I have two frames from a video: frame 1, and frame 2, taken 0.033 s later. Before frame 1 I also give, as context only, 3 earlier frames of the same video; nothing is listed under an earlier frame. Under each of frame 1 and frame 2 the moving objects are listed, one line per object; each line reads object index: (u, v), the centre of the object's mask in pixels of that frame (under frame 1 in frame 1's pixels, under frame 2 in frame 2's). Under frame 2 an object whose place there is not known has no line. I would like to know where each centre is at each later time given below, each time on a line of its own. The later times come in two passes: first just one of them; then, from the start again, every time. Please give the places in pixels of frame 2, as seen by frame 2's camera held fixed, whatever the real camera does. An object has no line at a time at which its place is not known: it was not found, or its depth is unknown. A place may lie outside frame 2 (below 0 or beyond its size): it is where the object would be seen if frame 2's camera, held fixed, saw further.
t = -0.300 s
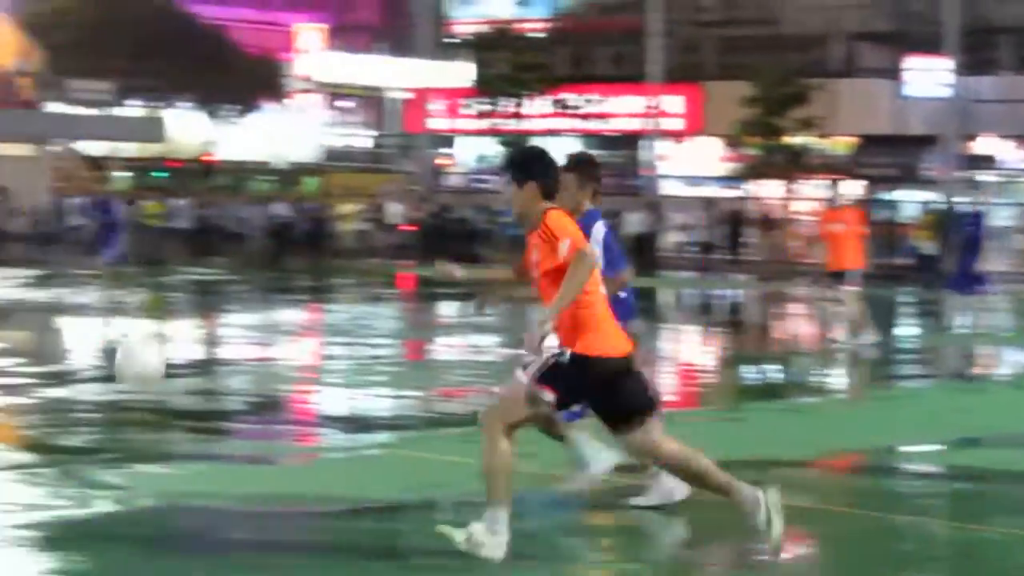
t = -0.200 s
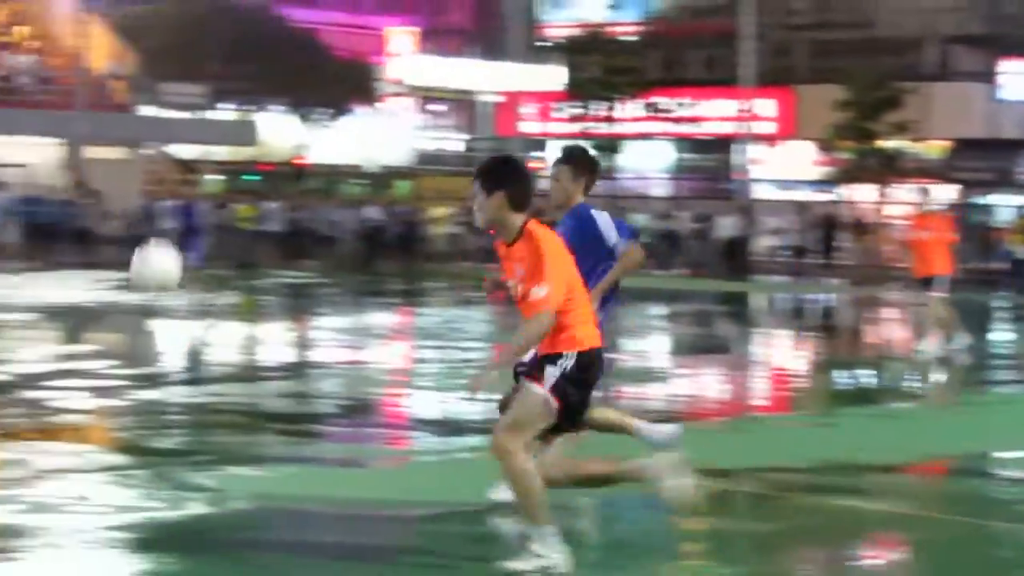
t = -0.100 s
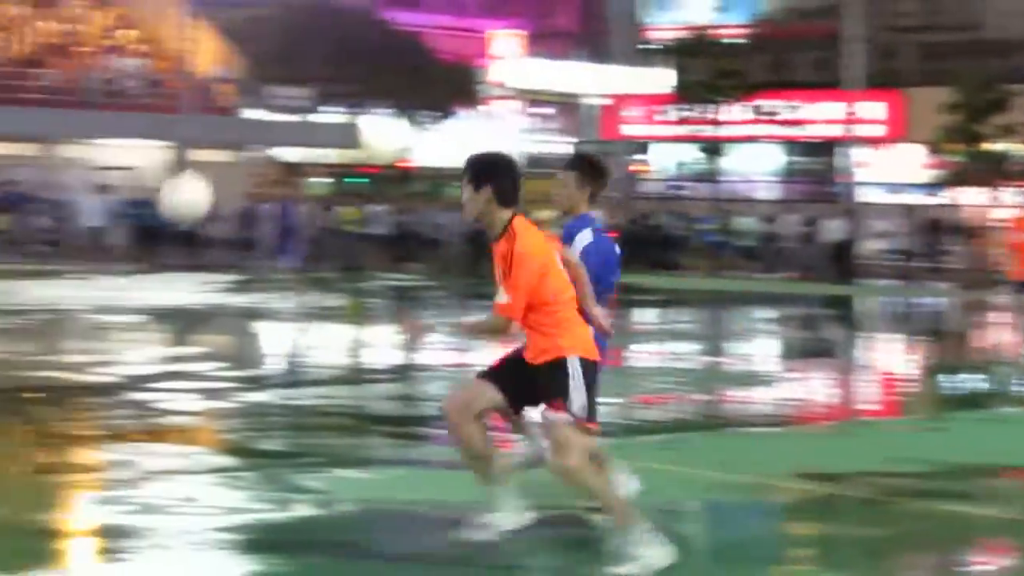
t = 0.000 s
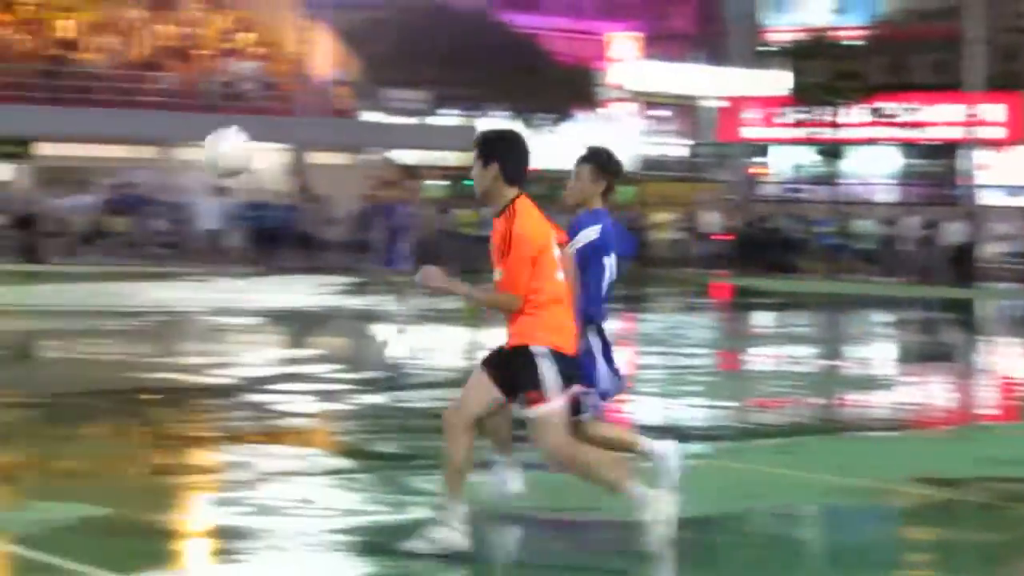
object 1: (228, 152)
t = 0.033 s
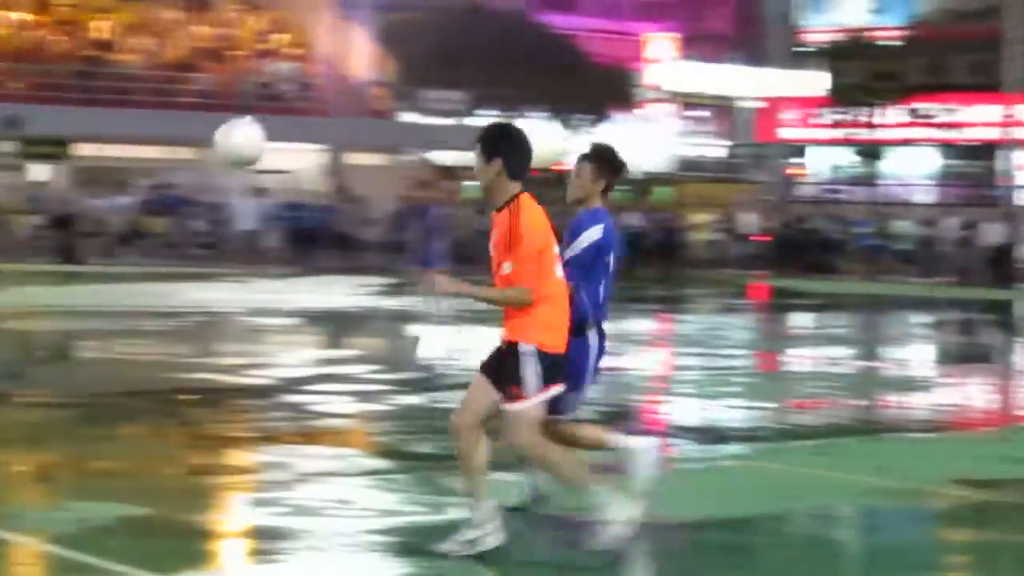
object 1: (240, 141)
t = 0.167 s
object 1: (142, 122)
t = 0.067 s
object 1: (216, 133)
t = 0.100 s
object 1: (191, 127)
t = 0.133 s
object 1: (166, 124)
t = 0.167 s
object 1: (142, 122)
